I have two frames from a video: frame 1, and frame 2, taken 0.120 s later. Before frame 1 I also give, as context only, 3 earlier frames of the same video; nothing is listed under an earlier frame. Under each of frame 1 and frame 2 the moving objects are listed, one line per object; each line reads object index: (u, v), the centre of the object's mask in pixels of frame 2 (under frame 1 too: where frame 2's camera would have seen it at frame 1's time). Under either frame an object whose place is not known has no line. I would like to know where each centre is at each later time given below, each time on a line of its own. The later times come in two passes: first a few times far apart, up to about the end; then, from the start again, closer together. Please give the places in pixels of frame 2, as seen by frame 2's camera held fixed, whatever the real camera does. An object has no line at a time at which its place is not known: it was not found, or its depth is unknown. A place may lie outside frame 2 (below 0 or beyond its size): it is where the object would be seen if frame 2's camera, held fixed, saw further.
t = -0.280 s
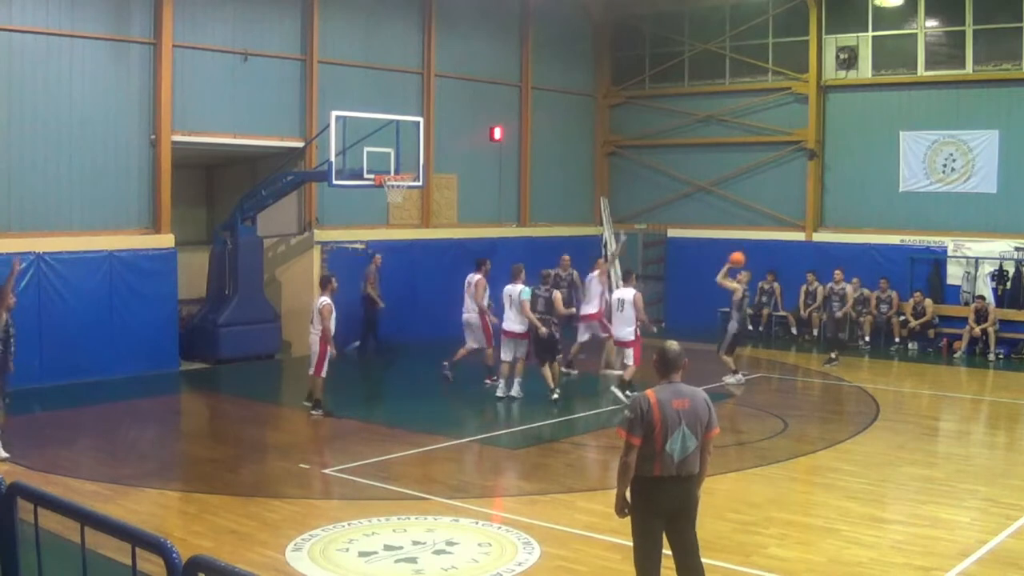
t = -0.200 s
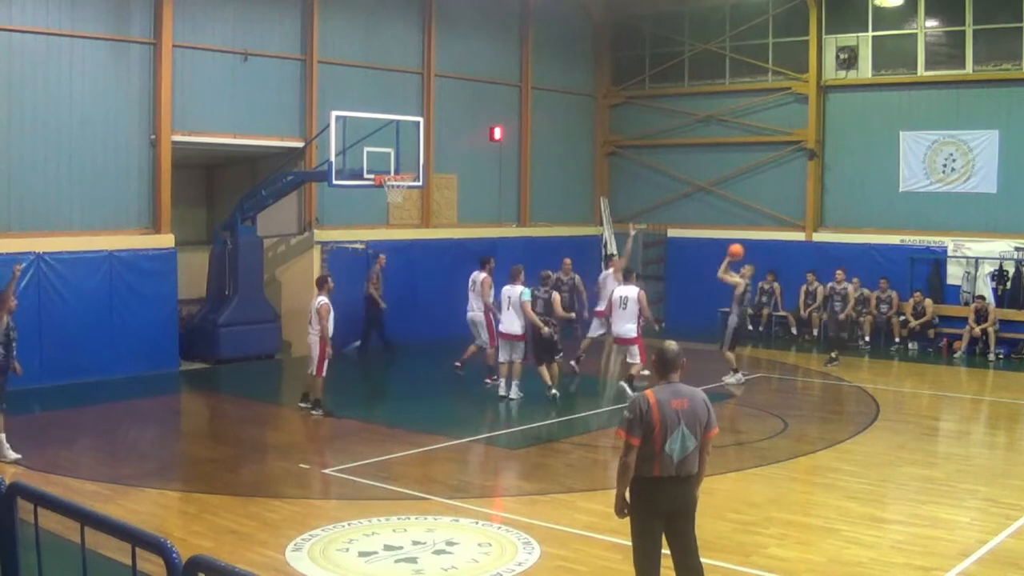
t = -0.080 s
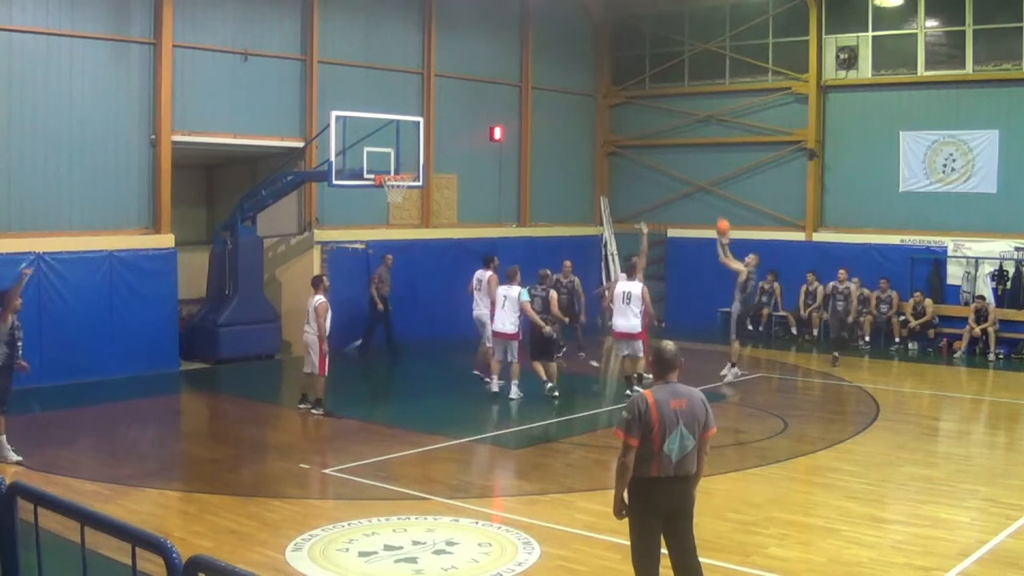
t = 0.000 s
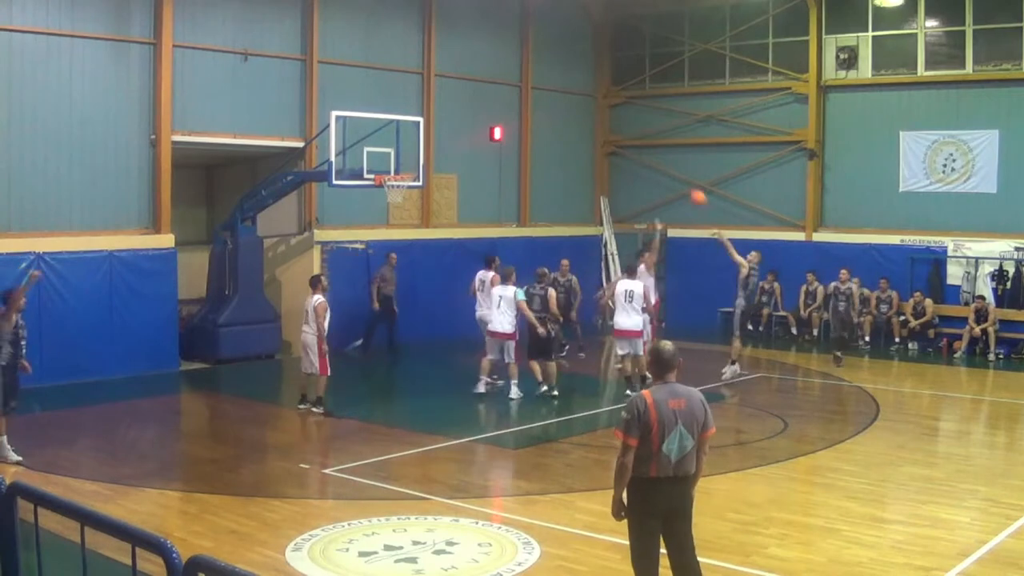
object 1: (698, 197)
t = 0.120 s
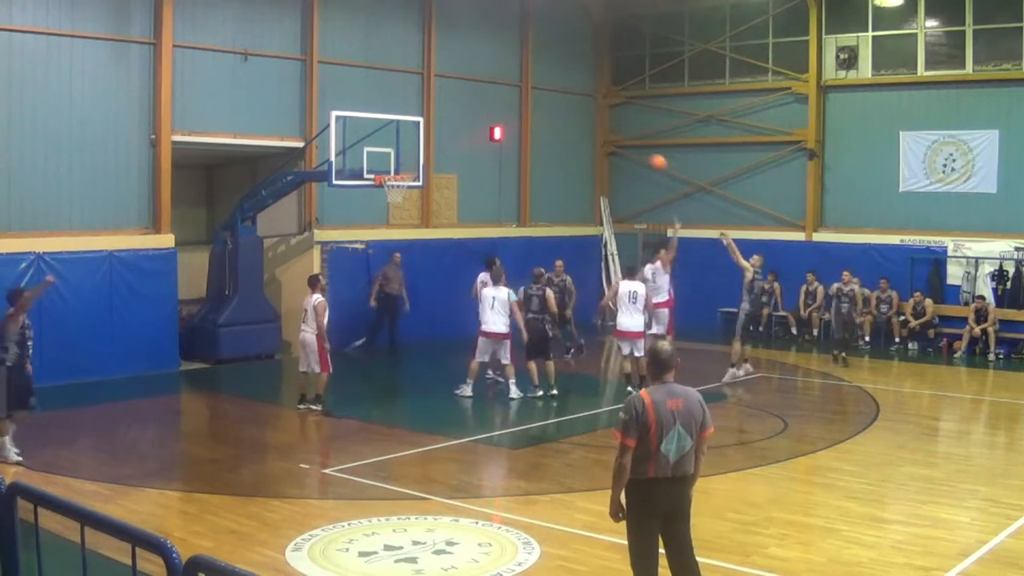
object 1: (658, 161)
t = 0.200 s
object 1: (631, 144)
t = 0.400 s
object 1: (563, 116)
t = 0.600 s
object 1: (496, 115)
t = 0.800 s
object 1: (431, 141)
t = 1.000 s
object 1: (382, 159)
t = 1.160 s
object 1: (364, 149)
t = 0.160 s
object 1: (645, 153)
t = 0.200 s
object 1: (631, 144)
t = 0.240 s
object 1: (617, 137)
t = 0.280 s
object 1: (604, 129)
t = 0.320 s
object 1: (590, 123)
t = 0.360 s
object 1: (578, 119)
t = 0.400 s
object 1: (563, 116)
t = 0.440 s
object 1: (550, 113)
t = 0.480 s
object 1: (538, 112)
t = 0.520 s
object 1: (524, 111)
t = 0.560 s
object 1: (510, 112)
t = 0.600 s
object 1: (496, 115)
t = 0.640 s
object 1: (483, 118)
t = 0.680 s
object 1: (470, 122)
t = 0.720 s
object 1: (456, 127)
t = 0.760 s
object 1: (443, 133)
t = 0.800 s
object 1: (431, 141)
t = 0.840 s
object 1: (416, 148)
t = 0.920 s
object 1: (391, 167)
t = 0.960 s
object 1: (386, 162)
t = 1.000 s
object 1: (382, 159)
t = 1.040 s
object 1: (377, 154)
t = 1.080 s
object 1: (372, 151)
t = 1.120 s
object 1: (367, 149)
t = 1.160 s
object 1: (364, 149)
